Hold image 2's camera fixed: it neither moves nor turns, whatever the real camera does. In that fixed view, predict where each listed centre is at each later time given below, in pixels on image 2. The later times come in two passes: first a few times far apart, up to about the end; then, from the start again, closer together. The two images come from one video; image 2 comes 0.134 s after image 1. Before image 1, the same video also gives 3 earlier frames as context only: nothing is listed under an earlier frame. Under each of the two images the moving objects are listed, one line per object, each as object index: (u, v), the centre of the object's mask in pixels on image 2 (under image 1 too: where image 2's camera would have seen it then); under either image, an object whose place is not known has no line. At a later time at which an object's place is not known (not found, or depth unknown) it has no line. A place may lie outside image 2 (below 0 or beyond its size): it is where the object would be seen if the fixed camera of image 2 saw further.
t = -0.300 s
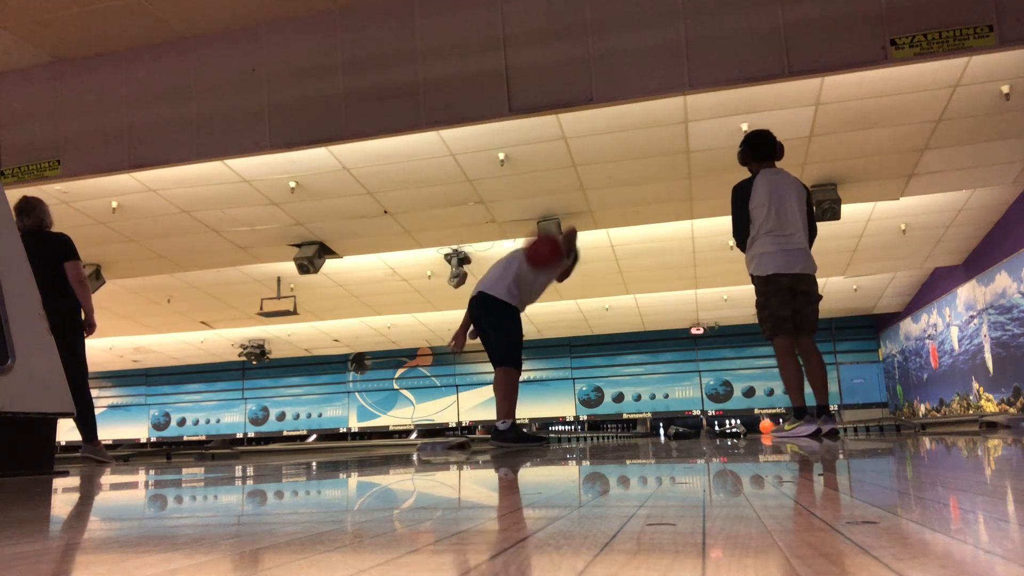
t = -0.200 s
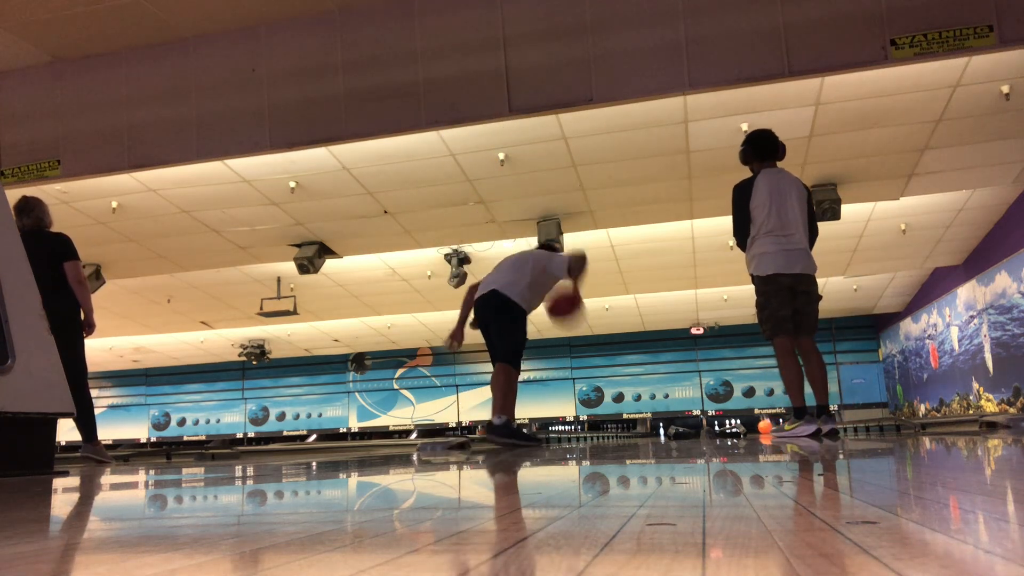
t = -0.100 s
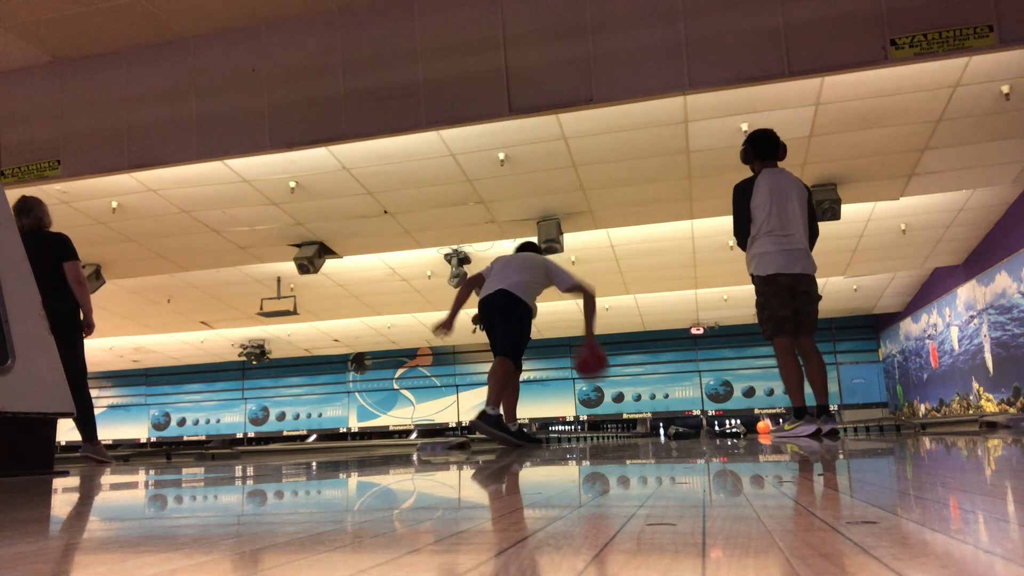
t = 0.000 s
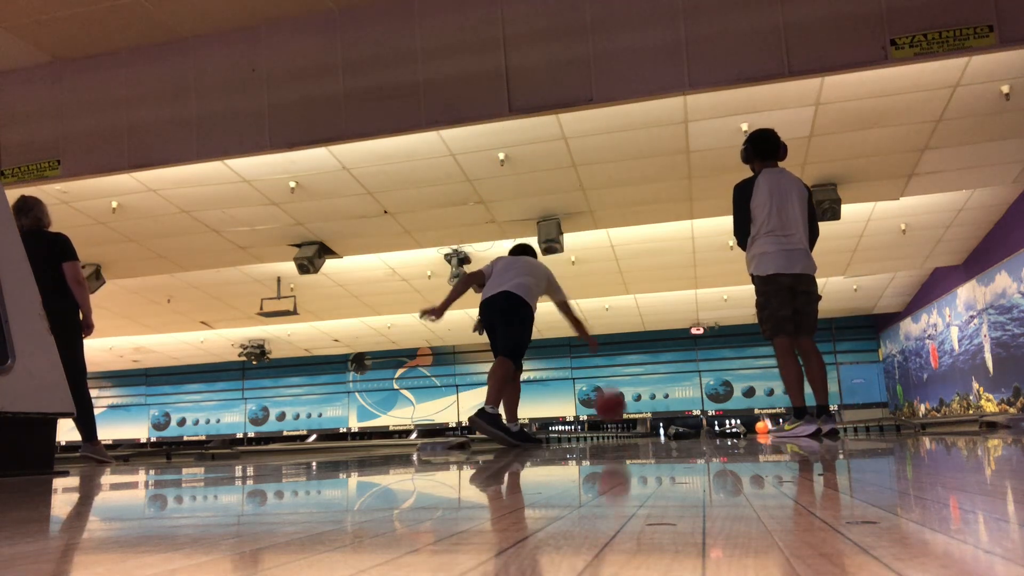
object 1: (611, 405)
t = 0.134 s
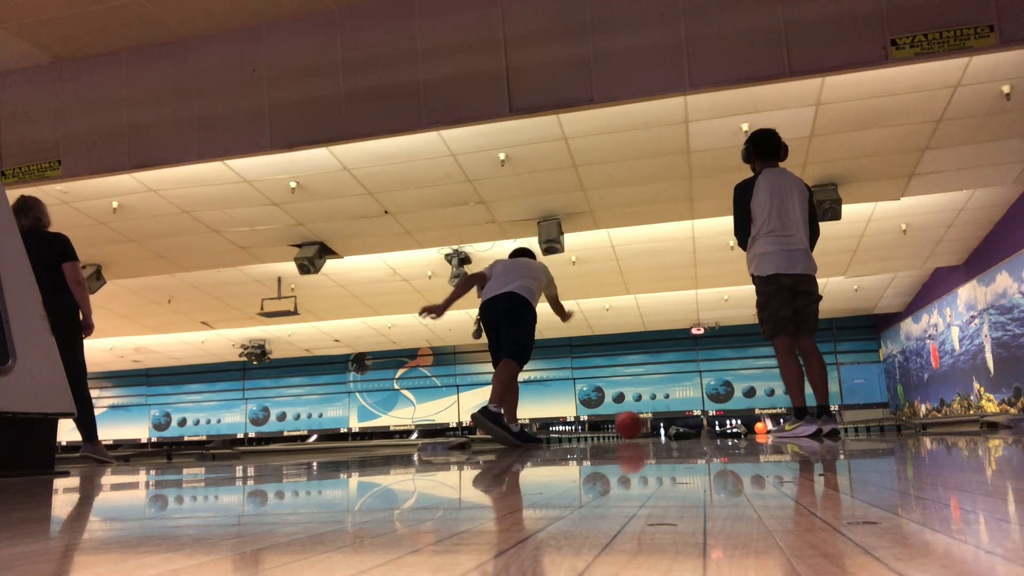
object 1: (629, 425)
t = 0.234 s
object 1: (639, 425)
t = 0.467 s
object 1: (654, 427)
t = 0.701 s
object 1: (666, 426)
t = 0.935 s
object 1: (677, 424)
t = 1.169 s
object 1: (679, 424)
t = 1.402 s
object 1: (679, 425)
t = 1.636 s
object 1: (679, 426)
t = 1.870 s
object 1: (679, 426)
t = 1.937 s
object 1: (679, 426)
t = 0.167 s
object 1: (633, 425)
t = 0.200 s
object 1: (636, 426)
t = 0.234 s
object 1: (639, 425)
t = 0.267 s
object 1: (641, 425)
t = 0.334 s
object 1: (643, 425)
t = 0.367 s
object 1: (644, 424)
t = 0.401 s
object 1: (650, 427)
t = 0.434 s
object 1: (652, 427)
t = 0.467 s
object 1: (654, 427)
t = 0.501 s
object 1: (657, 427)
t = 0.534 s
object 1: (659, 427)
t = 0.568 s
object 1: (660, 427)
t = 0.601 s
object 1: (662, 427)
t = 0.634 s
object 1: (663, 426)
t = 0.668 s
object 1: (665, 426)
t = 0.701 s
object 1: (666, 426)
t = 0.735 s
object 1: (668, 426)
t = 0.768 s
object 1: (669, 425)
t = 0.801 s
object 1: (671, 425)
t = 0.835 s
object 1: (672, 425)
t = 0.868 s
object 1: (673, 424)
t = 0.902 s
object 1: (675, 424)
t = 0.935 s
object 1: (677, 424)
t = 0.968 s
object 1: (678, 424)
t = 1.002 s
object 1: (678, 424)
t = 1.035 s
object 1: (678, 424)
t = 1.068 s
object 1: (679, 424)
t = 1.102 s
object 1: (679, 424)
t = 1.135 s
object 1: (679, 424)
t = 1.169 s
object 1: (679, 424)
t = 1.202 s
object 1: (679, 425)
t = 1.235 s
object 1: (679, 425)
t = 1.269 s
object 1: (679, 425)
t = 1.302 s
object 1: (679, 425)
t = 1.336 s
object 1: (679, 425)
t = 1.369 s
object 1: (679, 425)
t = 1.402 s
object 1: (679, 425)
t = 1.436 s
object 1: (679, 425)
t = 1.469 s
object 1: (679, 425)
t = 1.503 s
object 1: (679, 425)
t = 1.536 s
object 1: (679, 425)
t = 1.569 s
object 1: (679, 426)
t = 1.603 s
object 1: (679, 426)
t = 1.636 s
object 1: (679, 426)
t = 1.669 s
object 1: (679, 426)
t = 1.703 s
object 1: (679, 426)
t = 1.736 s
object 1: (679, 426)
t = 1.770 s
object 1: (679, 426)
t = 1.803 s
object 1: (679, 426)
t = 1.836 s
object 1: (679, 426)
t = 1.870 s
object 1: (679, 426)
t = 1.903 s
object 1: (679, 426)
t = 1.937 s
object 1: (679, 426)
